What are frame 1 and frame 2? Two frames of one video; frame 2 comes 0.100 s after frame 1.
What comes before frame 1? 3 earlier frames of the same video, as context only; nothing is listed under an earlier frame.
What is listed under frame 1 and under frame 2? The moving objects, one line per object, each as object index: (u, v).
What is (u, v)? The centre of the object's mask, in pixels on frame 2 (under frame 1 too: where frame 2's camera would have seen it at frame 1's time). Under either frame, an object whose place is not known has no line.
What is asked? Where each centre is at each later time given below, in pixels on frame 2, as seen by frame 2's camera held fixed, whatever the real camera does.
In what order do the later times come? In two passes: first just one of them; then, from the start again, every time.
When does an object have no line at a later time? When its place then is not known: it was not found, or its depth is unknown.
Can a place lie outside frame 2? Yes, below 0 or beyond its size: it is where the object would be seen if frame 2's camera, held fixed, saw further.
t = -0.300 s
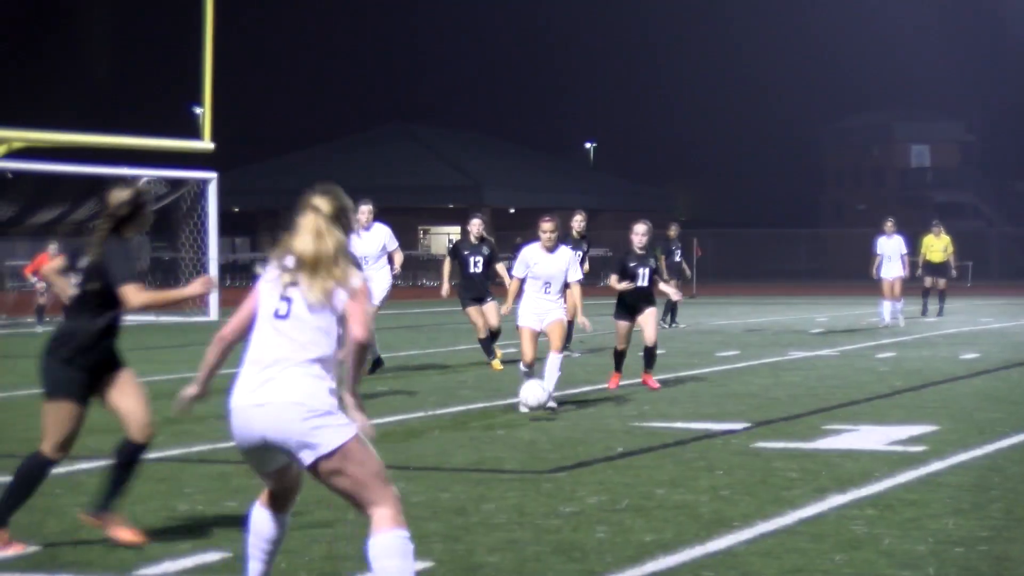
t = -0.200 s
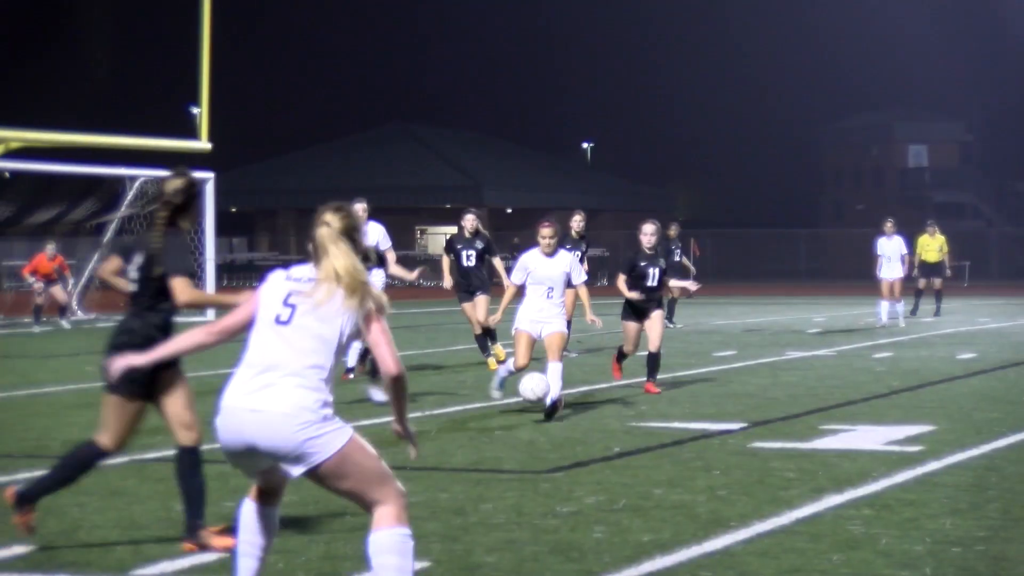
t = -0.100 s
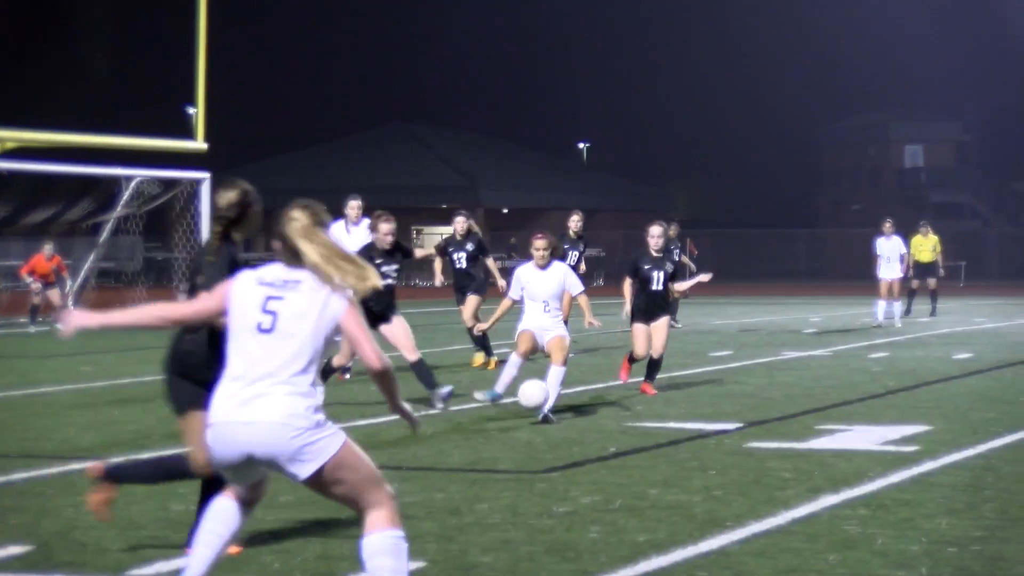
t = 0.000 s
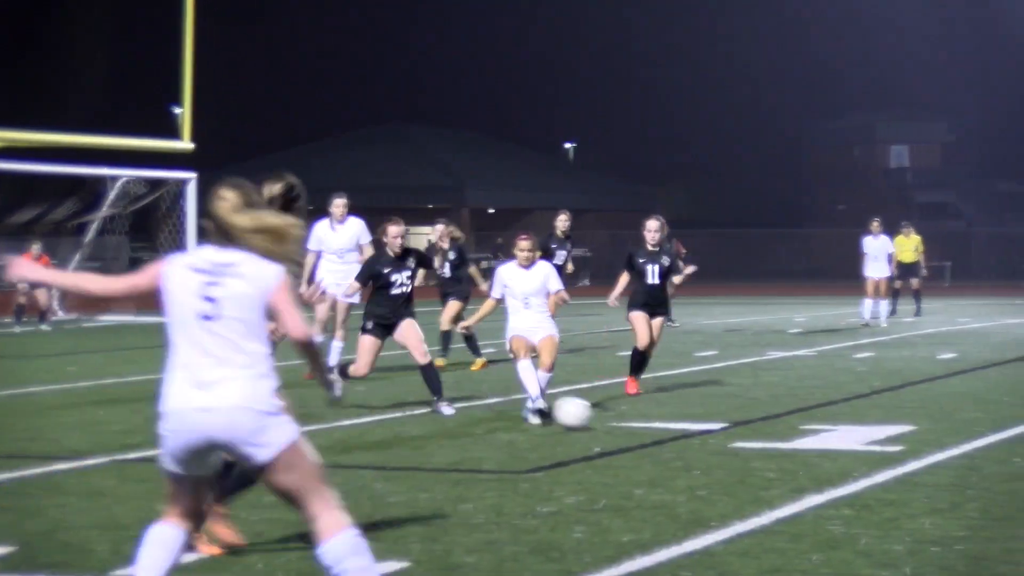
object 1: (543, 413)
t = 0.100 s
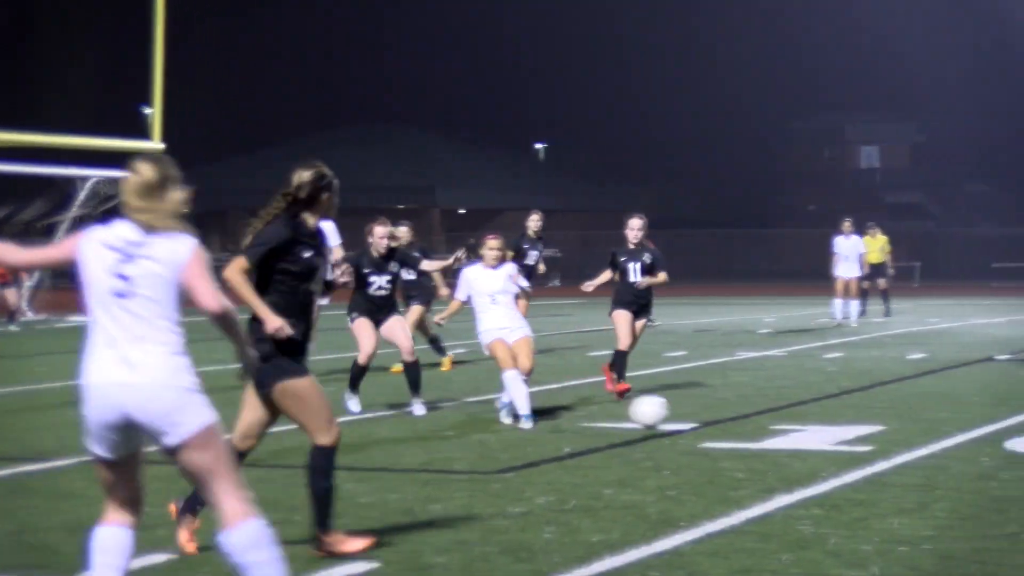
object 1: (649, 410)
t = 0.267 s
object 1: (840, 427)
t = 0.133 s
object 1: (686, 412)
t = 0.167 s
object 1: (723, 414)
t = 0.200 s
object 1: (762, 421)
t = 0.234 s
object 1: (801, 426)
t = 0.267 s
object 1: (840, 427)
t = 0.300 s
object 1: (876, 423)
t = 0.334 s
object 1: (912, 421)
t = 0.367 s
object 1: (950, 422)
